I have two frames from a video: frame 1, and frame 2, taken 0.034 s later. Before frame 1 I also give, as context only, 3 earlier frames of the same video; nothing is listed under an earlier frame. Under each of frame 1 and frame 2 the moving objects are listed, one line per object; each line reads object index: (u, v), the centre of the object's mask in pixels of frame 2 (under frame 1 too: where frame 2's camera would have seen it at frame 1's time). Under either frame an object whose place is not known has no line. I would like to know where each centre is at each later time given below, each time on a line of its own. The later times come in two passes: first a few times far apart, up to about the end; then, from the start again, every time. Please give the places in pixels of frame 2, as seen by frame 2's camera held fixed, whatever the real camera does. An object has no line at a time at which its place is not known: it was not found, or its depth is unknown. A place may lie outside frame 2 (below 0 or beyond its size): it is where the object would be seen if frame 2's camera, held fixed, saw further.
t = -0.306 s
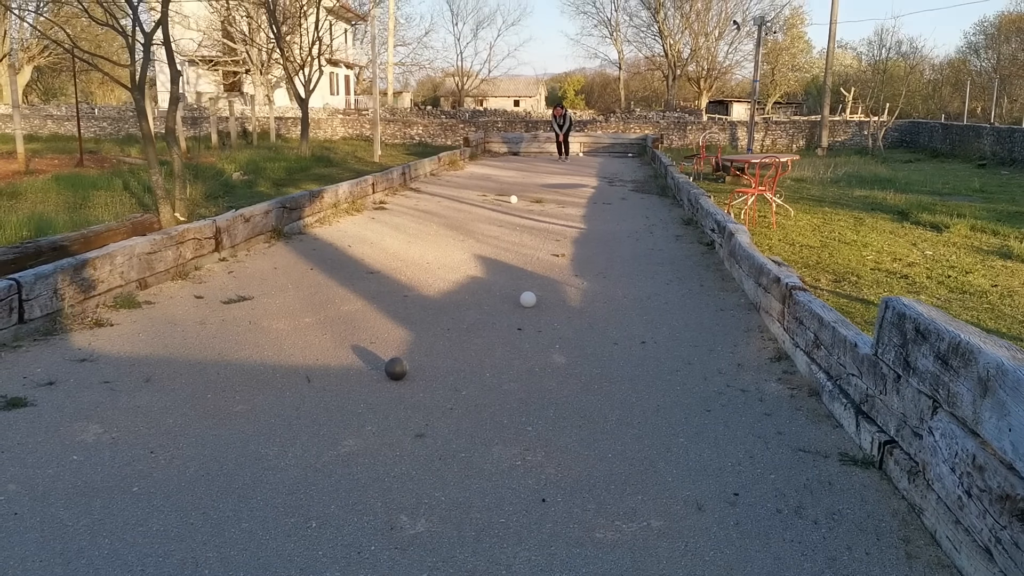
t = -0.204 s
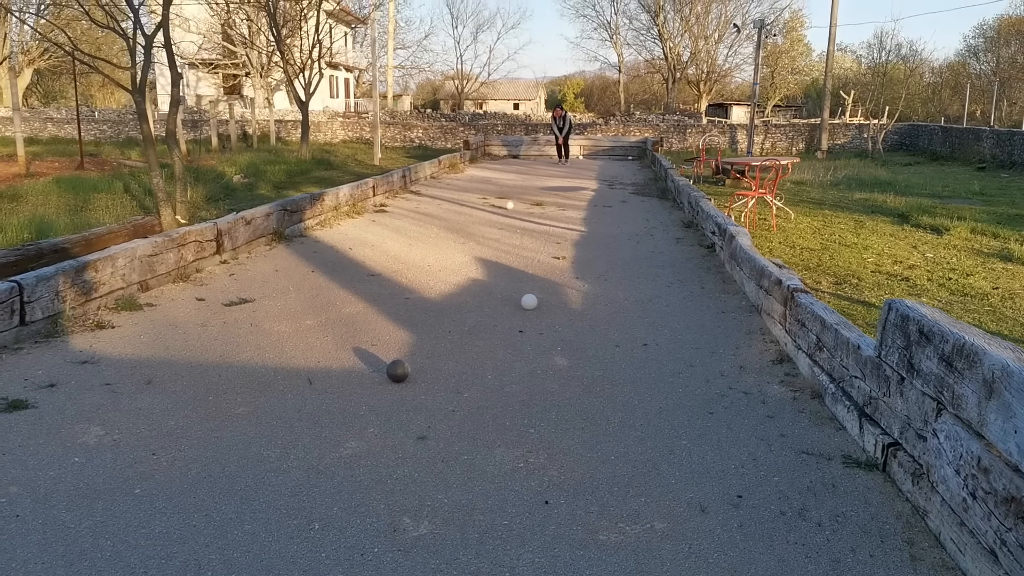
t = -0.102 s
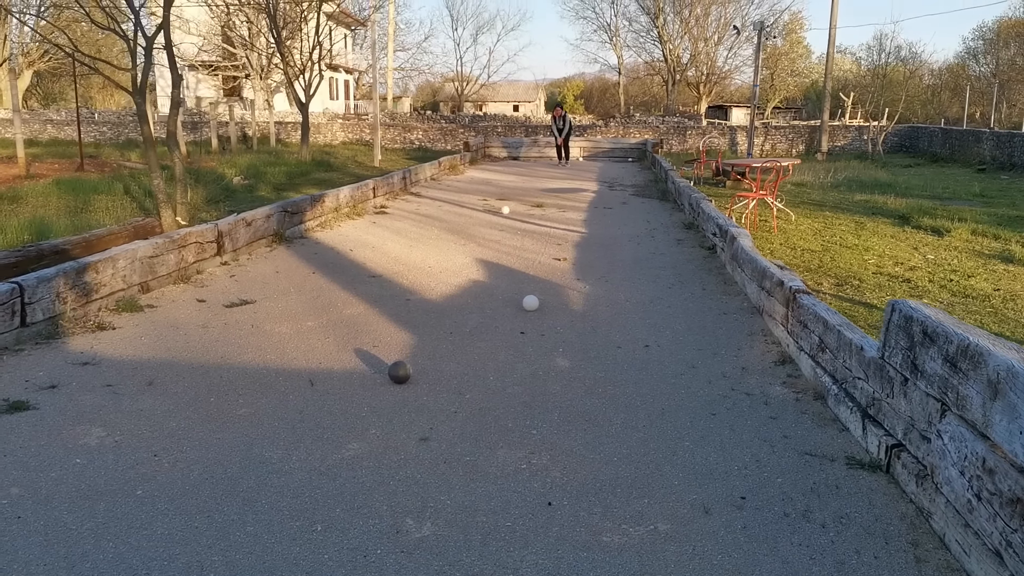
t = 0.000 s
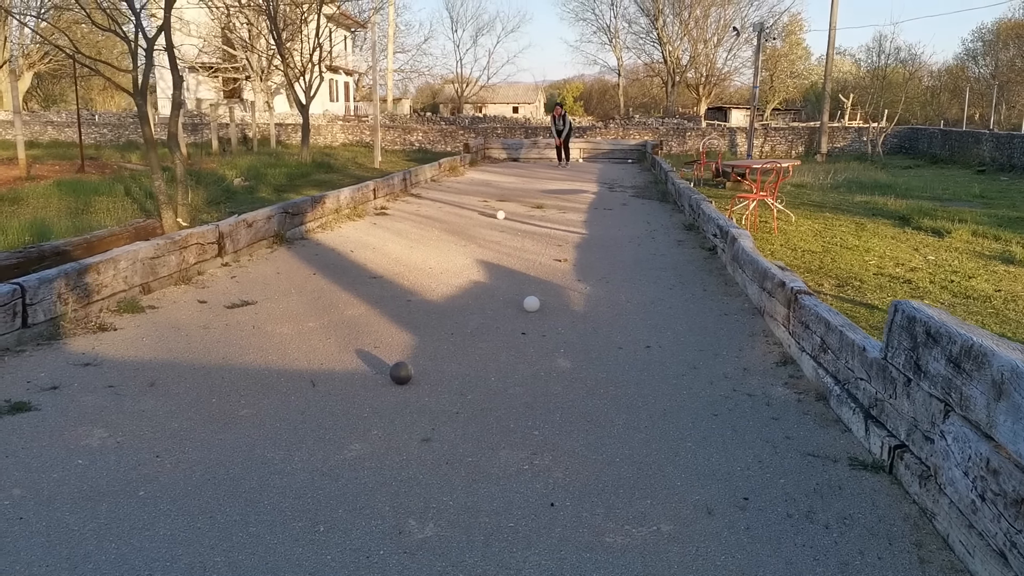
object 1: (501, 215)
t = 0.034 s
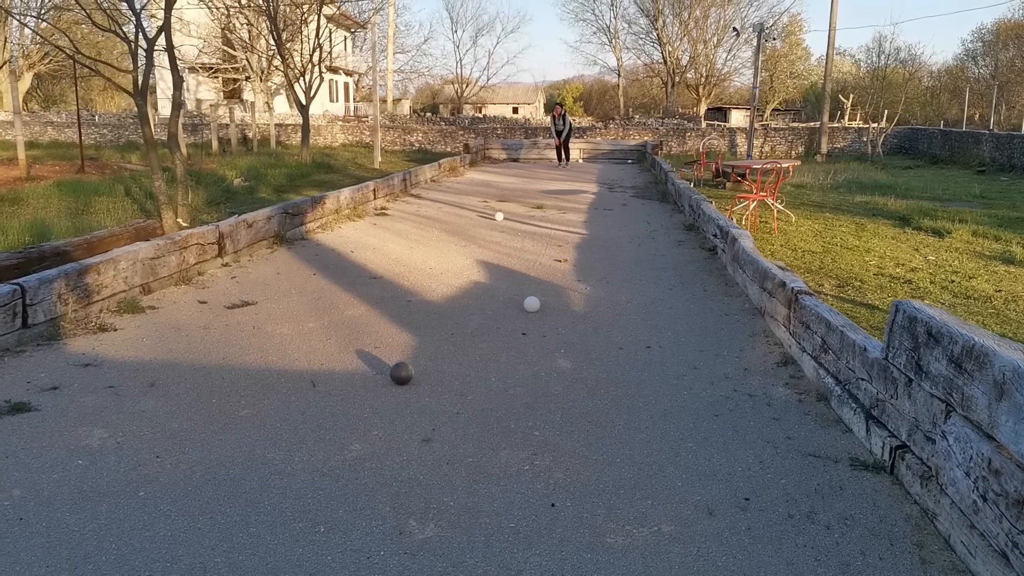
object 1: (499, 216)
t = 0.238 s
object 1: (489, 223)
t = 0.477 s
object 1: (476, 232)
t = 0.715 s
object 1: (462, 243)
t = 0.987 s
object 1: (444, 256)
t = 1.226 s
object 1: (429, 268)
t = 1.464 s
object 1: (413, 280)
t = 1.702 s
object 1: (395, 293)
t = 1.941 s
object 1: (376, 309)
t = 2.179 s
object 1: (356, 326)
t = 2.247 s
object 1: (349, 332)
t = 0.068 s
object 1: (497, 218)
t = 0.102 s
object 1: (496, 219)
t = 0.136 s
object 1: (494, 220)
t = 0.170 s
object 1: (492, 221)
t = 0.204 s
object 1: (491, 223)
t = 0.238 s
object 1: (489, 223)
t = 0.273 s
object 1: (487, 224)
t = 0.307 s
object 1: (485, 226)
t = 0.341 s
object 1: (483, 227)
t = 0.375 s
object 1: (482, 228)
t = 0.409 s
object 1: (480, 230)
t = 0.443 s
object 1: (478, 231)
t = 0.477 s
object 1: (476, 232)
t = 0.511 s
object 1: (474, 234)
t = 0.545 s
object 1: (471, 235)
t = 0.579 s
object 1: (470, 236)
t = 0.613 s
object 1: (468, 238)
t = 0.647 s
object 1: (465, 239)
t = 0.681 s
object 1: (464, 240)
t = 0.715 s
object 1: (462, 243)
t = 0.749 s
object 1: (460, 244)
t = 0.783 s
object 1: (457, 246)
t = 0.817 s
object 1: (455, 248)
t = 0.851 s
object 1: (453, 249)
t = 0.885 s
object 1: (451, 251)
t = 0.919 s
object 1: (449, 252)
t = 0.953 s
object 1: (447, 254)
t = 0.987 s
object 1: (444, 256)
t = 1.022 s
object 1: (442, 257)
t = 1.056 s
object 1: (440, 259)
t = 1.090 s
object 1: (438, 261)
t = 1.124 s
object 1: (436, 262)
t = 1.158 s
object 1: (434, 264)
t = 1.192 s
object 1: (431, 266)
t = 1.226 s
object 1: (429, 268)
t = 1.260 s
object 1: (427, 269)
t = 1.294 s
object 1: (425, 271)
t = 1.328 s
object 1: (422, 273)
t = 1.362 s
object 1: (420, 275)
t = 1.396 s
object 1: (418, 277)
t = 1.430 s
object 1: (416, 279)
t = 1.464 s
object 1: (413, 280)
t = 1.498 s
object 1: (411, 282)
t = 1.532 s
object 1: (409, 283)
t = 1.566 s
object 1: (406, 287)
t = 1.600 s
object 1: (403, 287)
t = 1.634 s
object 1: (401, 289)
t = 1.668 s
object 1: (398, 290)
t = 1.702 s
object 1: (395, 293)
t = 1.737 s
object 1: (393, 295)
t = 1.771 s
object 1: (390, 297)
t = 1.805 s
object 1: (387, 300)
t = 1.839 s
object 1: (384, 302)
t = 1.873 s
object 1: (382, 304)
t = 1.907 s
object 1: (379, 307)
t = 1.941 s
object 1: (376, 309)
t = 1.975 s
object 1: (373, 311)
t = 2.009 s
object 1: (370, 314)
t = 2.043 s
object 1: (367, 317)
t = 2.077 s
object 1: (364, 319)
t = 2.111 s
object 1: (361, 321)
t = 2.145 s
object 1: (358, 324)
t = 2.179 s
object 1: (356, 326)
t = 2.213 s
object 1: (352, 329)
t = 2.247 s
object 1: (349, 332)
